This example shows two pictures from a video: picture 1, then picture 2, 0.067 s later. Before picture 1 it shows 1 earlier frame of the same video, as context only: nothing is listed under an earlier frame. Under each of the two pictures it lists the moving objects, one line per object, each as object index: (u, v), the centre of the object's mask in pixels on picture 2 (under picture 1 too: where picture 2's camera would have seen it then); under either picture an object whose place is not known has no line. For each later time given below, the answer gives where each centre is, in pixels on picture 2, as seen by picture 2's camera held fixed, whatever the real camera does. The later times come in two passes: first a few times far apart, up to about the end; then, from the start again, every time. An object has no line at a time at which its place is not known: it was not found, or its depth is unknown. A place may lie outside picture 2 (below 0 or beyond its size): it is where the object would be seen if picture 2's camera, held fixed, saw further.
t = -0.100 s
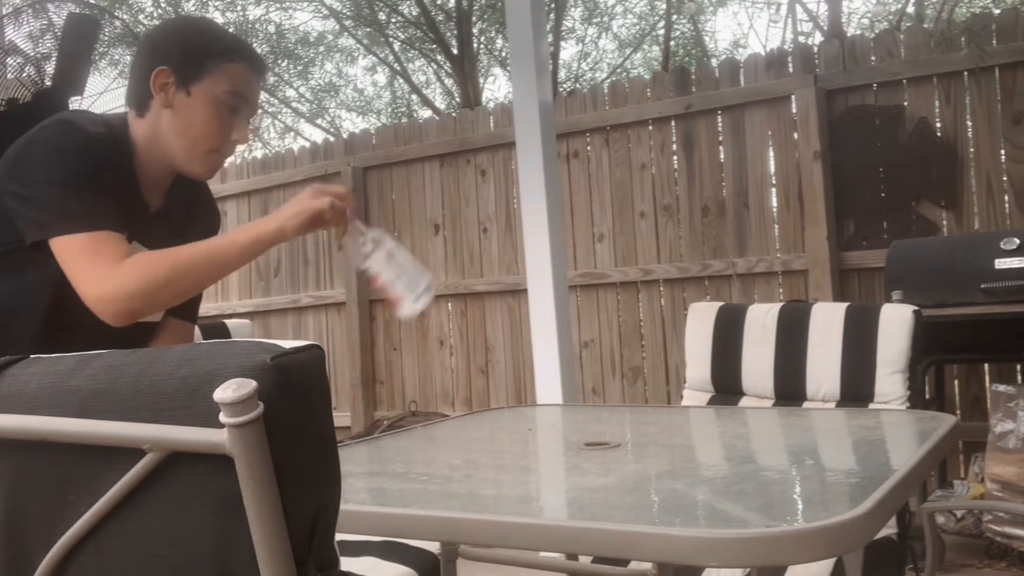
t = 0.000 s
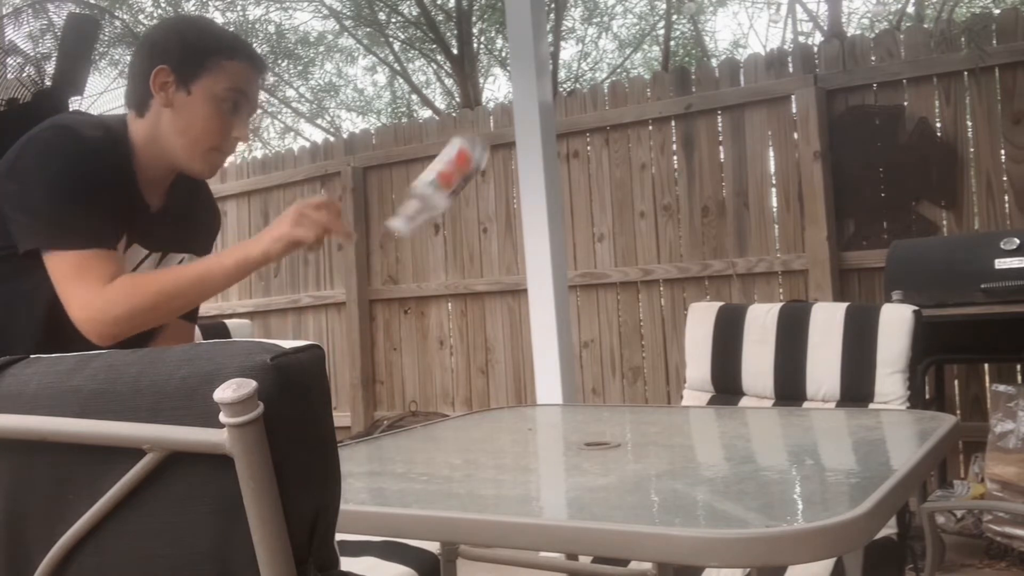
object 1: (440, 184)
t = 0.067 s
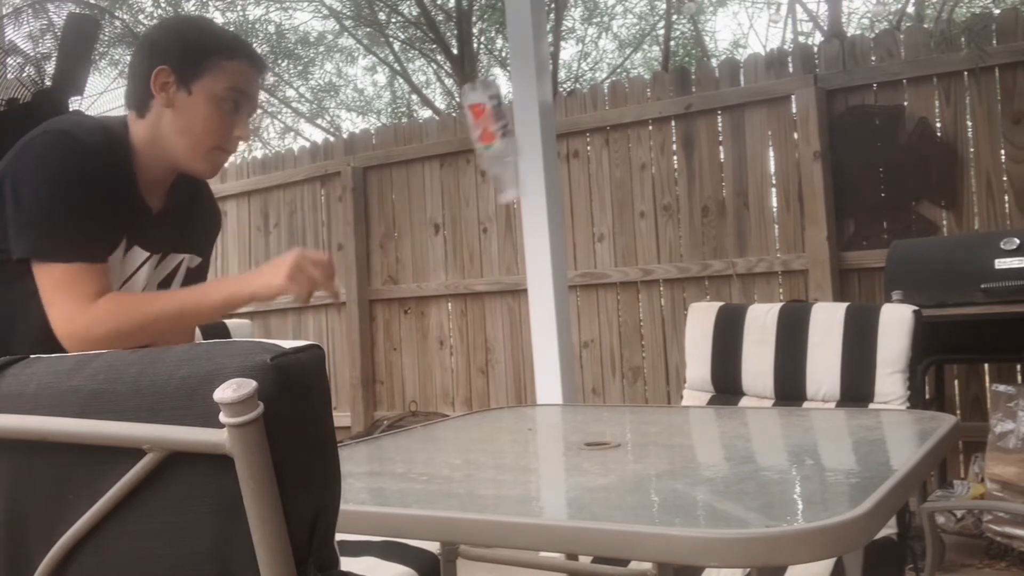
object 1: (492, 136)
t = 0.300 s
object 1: (605, 145)
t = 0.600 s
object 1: (729, 372)
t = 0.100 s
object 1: (515, 115)
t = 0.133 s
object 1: (532, 100)
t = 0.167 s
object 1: (546, 95)
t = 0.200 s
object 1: (561, 96)
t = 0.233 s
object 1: (578, 104)
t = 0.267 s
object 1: (591, 121)
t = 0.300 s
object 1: (605, 145)
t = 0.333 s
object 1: (622, 175)
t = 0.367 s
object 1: (637, 212)
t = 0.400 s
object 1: (655, 253)
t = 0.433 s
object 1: (673, 299)
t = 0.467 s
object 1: (690, 352)
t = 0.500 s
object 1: (705, 373)
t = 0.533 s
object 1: (715, 371)
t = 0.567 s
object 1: (723, 371)
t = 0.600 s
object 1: (729, 372)
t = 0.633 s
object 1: (735, 379)
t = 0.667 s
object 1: (745, 377)
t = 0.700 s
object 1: (754, 384)
